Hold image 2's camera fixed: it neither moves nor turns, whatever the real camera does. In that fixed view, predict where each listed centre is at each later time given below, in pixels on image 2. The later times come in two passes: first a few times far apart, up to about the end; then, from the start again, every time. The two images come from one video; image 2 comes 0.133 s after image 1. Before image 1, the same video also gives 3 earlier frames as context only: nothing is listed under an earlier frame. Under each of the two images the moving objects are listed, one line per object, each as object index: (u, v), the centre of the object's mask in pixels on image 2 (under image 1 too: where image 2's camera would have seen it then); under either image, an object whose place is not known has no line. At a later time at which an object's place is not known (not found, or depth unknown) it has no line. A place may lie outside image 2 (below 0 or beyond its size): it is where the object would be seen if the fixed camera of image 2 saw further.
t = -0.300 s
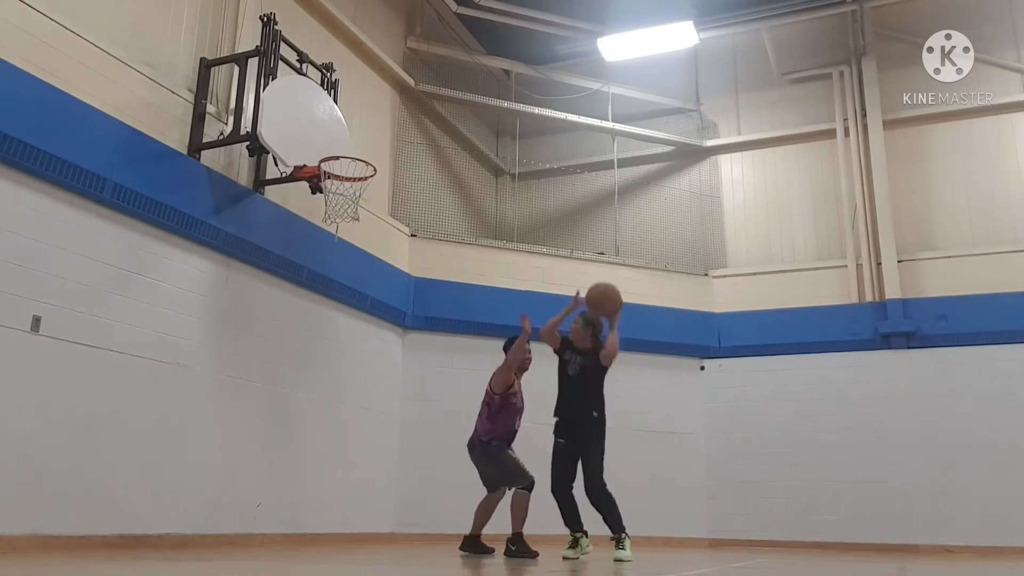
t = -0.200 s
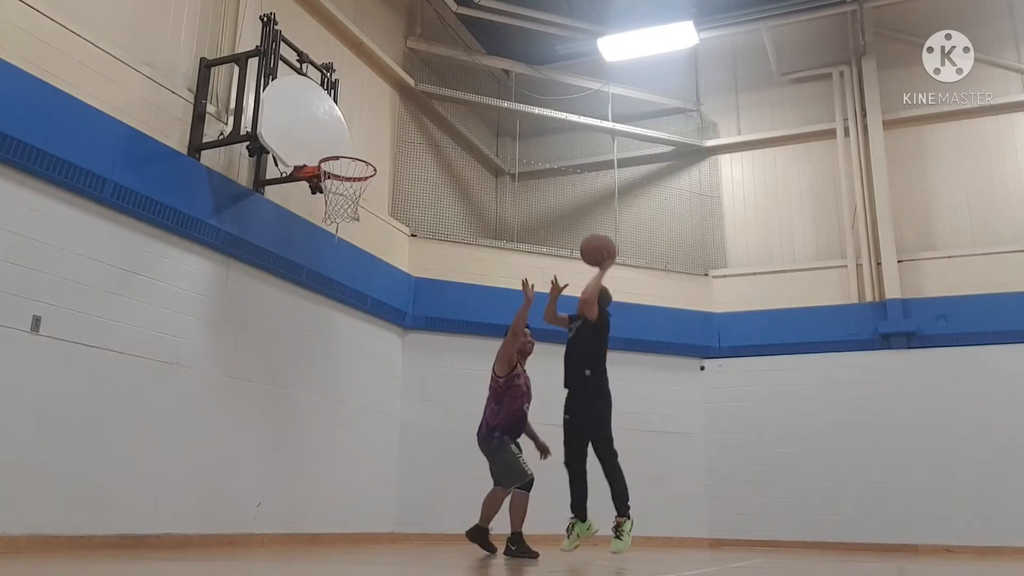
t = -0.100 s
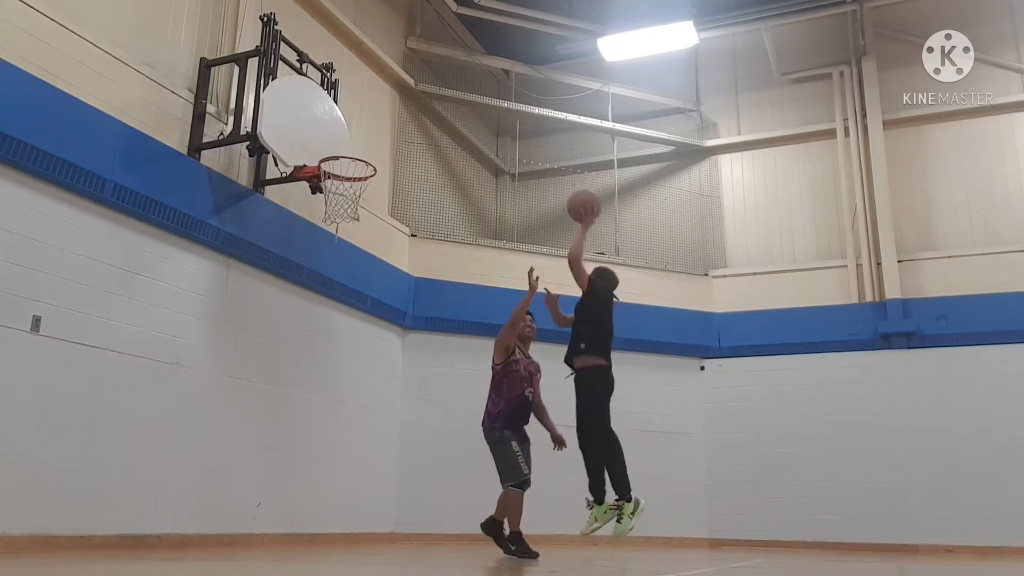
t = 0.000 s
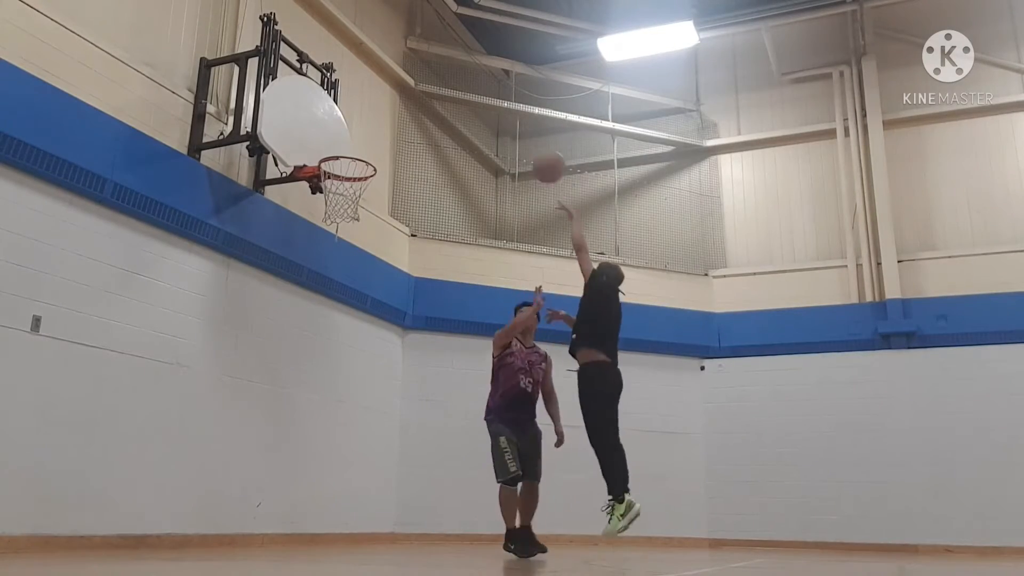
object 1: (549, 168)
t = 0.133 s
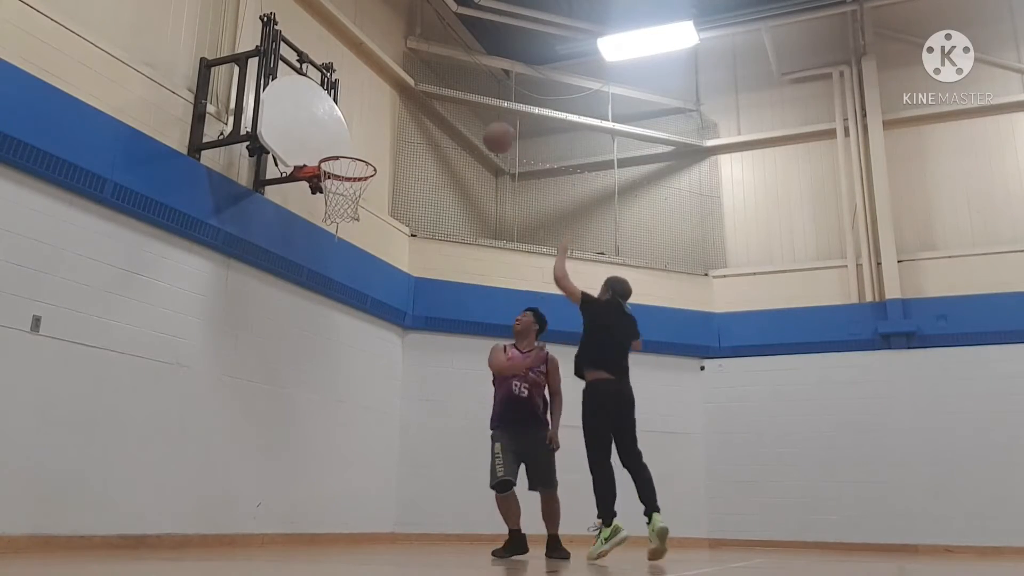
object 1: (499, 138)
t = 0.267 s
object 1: (452, 132)
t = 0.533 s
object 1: (397, 168)
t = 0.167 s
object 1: (487, 134)
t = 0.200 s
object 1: (476, 131)
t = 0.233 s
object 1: (464, 131)
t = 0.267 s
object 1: (452, 132)
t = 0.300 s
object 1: (441, 133)
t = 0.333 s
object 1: (430, 136)
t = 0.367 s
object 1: (418, 141)
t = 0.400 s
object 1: (408, 145)
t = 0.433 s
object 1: (397, 151)
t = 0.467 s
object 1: (386, 159)
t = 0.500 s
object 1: (387, 164)
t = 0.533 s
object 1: (397, 168)
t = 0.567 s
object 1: (407, 173)
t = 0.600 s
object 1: (417, 180)
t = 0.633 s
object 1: (427, 188)
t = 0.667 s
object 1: (438, 198)
